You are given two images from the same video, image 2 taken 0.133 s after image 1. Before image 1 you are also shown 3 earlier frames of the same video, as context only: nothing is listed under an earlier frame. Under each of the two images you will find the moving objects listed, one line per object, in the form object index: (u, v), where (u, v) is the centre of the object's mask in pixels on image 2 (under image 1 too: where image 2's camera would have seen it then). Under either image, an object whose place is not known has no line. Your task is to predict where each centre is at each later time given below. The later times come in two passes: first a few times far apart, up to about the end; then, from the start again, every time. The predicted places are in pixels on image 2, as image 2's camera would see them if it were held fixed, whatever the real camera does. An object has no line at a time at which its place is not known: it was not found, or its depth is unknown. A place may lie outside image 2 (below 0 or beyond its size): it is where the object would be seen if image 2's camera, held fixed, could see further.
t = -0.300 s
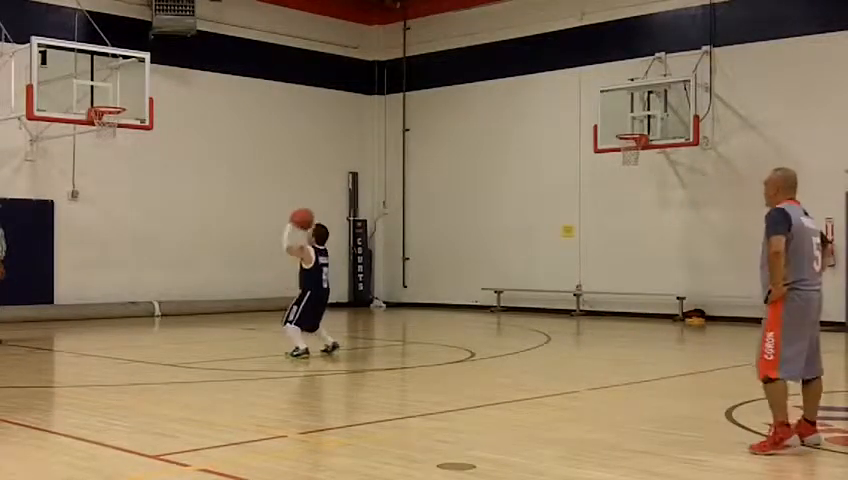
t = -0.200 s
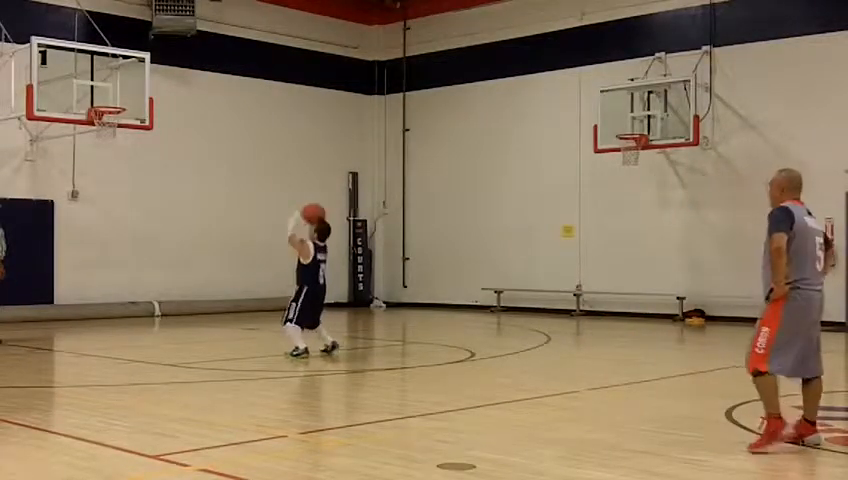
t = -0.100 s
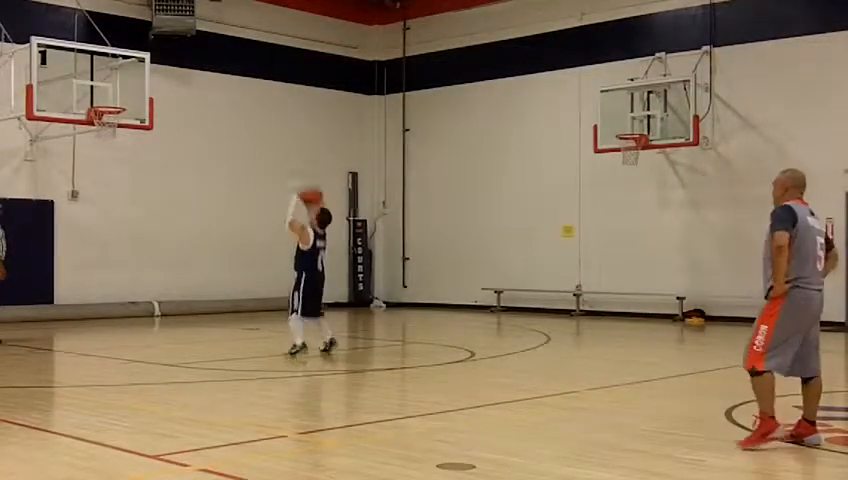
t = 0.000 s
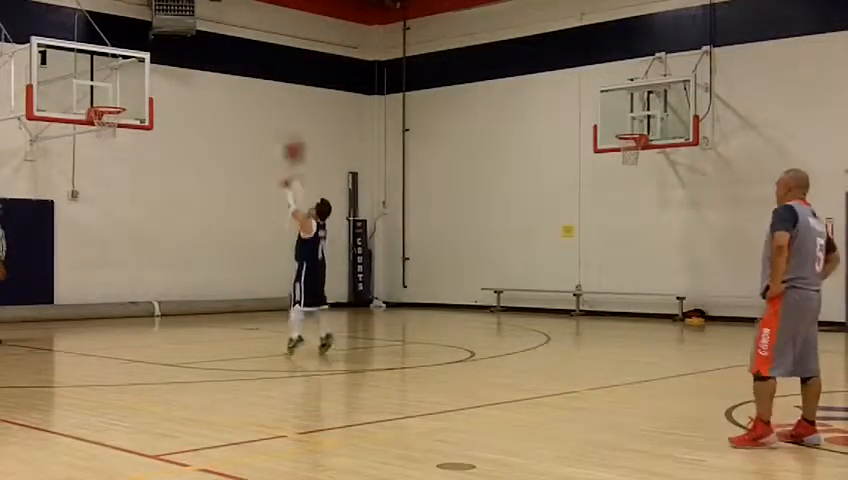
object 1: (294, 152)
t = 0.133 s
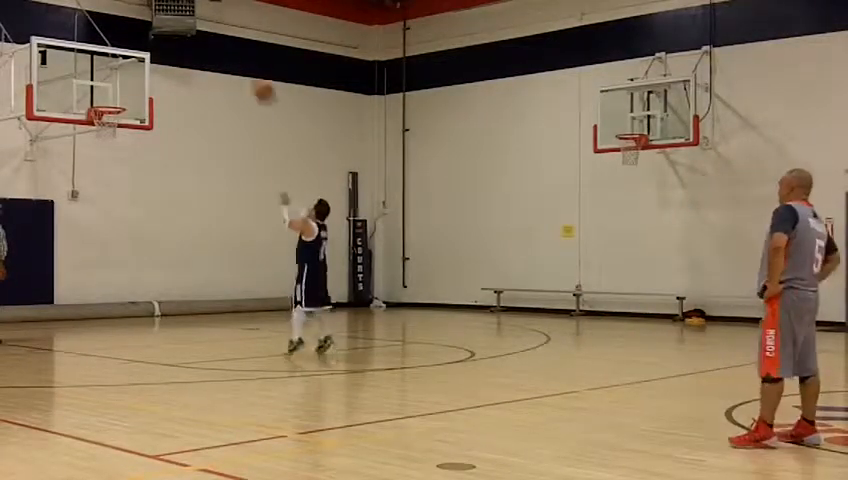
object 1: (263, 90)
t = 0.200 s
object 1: (250, 68)
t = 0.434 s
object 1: (203, 27)
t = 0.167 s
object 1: (257, 78)
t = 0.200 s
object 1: (250, 68)
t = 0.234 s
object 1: (243, 61)
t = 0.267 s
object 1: (236, 52)
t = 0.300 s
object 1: (230, 45)
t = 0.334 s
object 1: (222, 41)
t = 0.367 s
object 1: (216, 35)
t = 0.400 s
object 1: (210, 30)
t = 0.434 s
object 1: (203, 27)
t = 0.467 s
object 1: (199, 24)
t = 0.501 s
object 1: (195, 25)
